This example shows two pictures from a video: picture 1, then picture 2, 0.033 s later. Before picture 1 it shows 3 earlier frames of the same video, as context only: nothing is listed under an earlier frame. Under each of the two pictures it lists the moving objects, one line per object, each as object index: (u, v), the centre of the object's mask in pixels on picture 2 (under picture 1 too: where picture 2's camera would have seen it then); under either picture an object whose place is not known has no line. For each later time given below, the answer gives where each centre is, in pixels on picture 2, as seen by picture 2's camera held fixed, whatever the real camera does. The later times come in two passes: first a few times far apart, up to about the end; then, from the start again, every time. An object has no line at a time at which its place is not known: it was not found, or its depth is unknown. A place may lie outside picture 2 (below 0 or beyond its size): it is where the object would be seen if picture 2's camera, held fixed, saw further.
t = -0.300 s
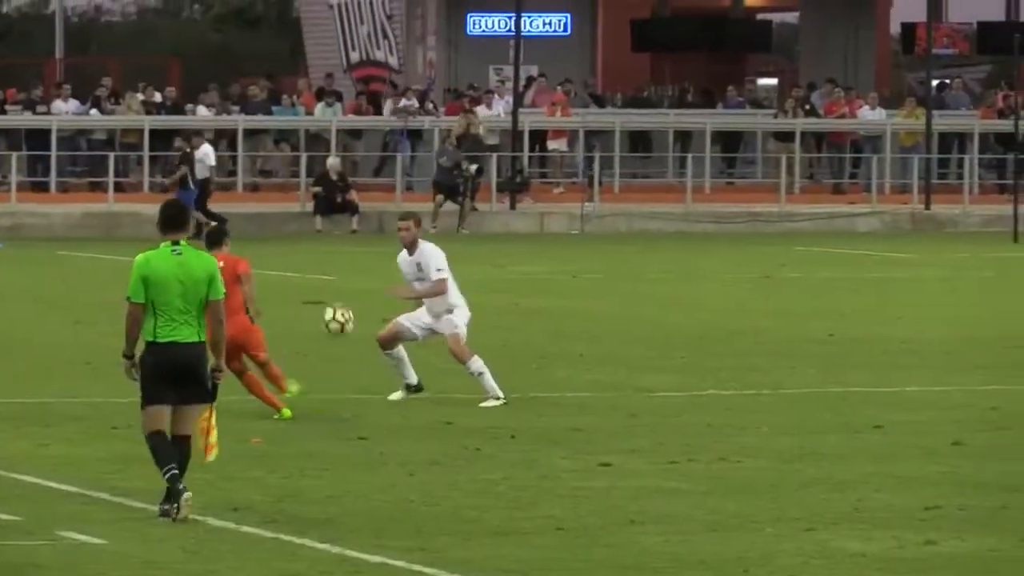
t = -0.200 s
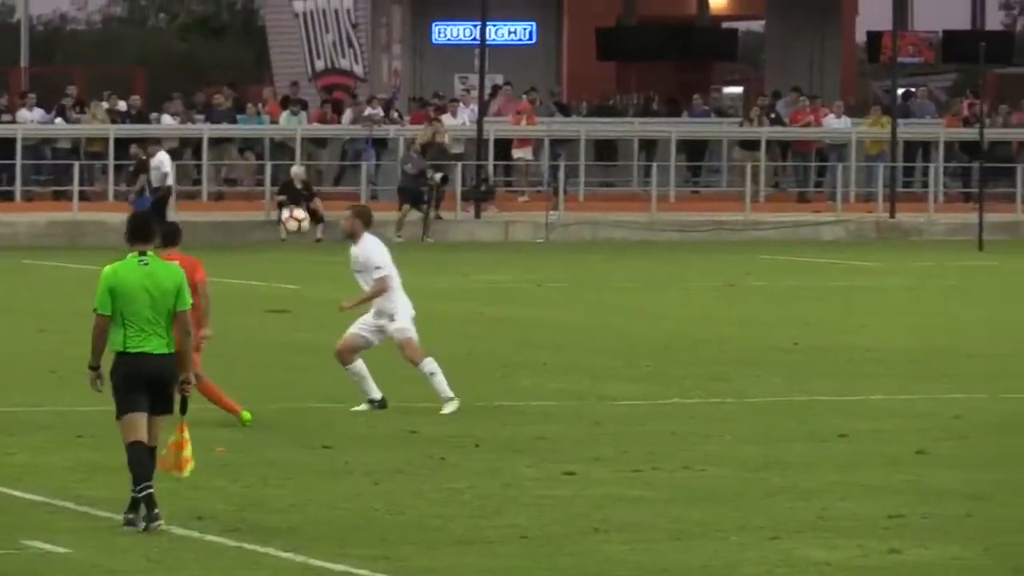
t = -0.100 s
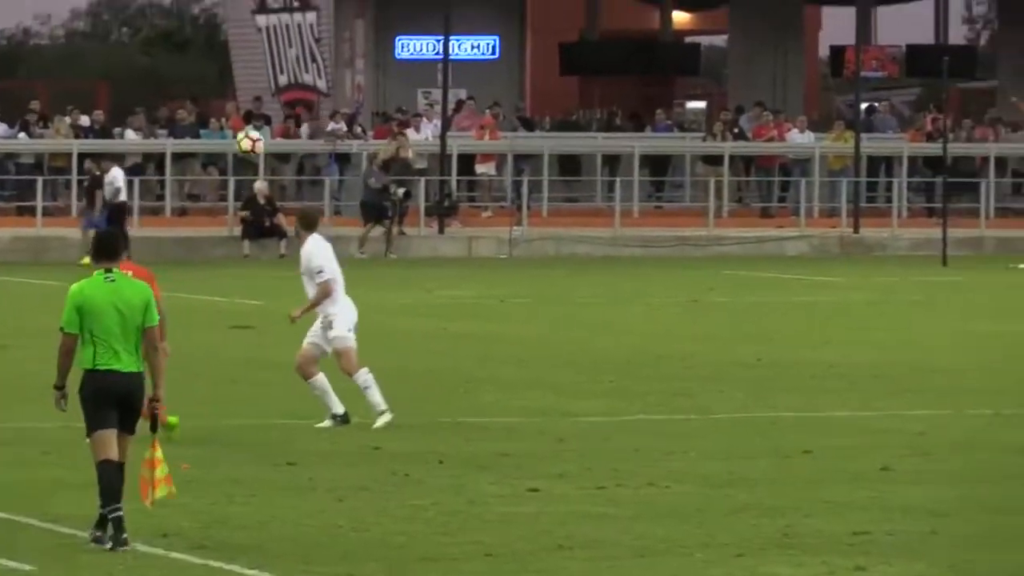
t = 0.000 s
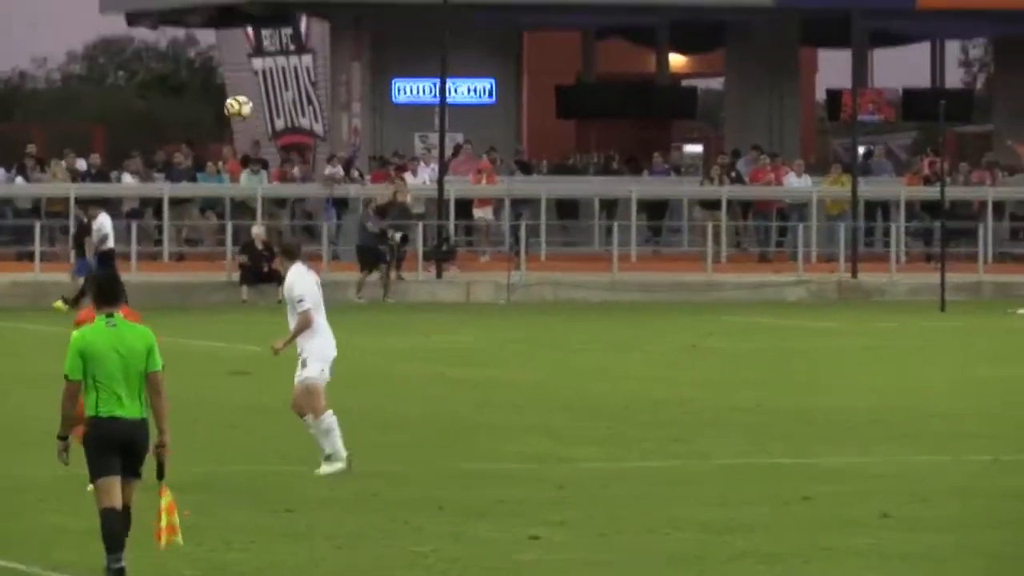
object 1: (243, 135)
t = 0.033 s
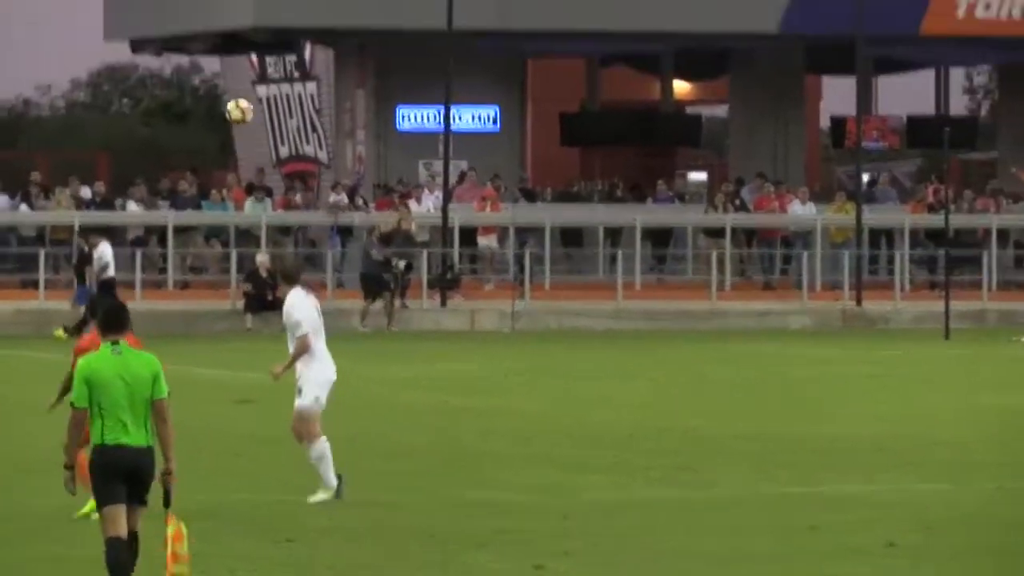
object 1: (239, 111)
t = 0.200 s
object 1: (219, 10)
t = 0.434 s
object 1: (195, -73)
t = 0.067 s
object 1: (235, 88)
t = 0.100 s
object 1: (232, 66)
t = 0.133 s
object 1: (227, 46)
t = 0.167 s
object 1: (223, 28)
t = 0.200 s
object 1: (219, 10)
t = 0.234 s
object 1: (217, -5)
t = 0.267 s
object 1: (213, -18)
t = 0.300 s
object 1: (210, -31)
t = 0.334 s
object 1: (207, -43)
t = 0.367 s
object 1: (203, -54)
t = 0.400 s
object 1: (199, -64)
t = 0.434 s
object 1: (195, -73)
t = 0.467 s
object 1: (191, -81)
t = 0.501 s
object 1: (187, -88)
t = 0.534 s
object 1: (184, -94)
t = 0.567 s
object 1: (180, -99)
